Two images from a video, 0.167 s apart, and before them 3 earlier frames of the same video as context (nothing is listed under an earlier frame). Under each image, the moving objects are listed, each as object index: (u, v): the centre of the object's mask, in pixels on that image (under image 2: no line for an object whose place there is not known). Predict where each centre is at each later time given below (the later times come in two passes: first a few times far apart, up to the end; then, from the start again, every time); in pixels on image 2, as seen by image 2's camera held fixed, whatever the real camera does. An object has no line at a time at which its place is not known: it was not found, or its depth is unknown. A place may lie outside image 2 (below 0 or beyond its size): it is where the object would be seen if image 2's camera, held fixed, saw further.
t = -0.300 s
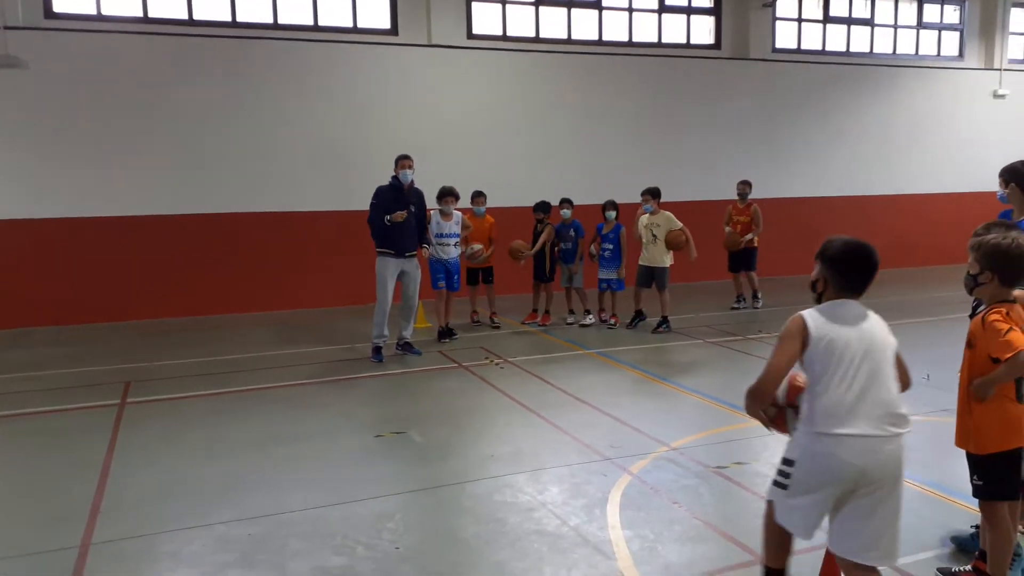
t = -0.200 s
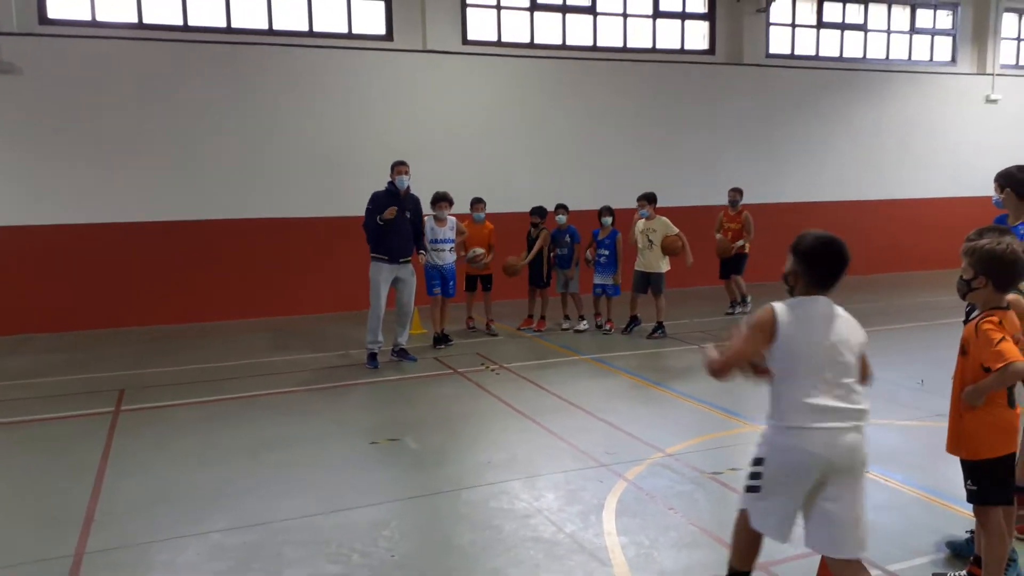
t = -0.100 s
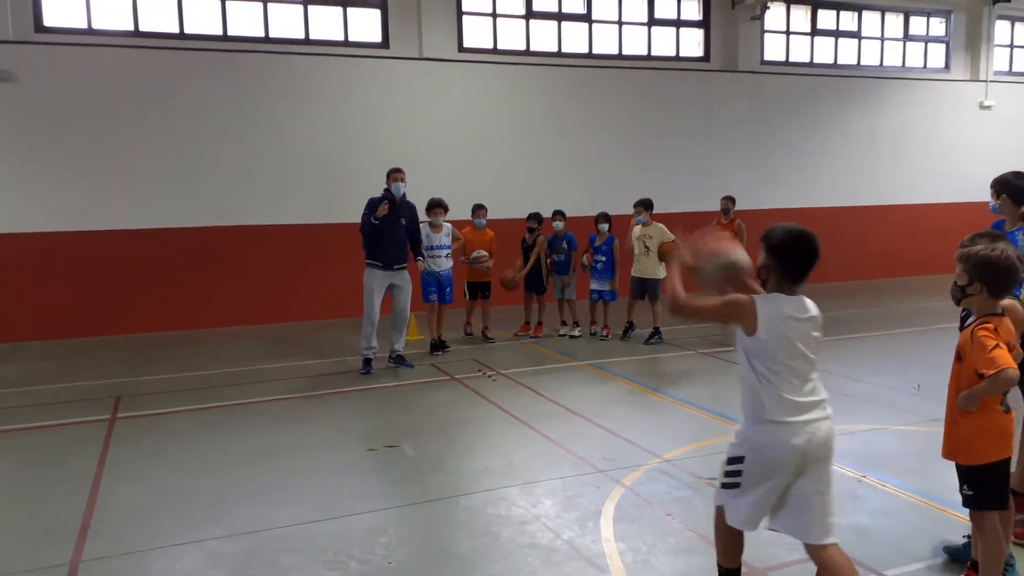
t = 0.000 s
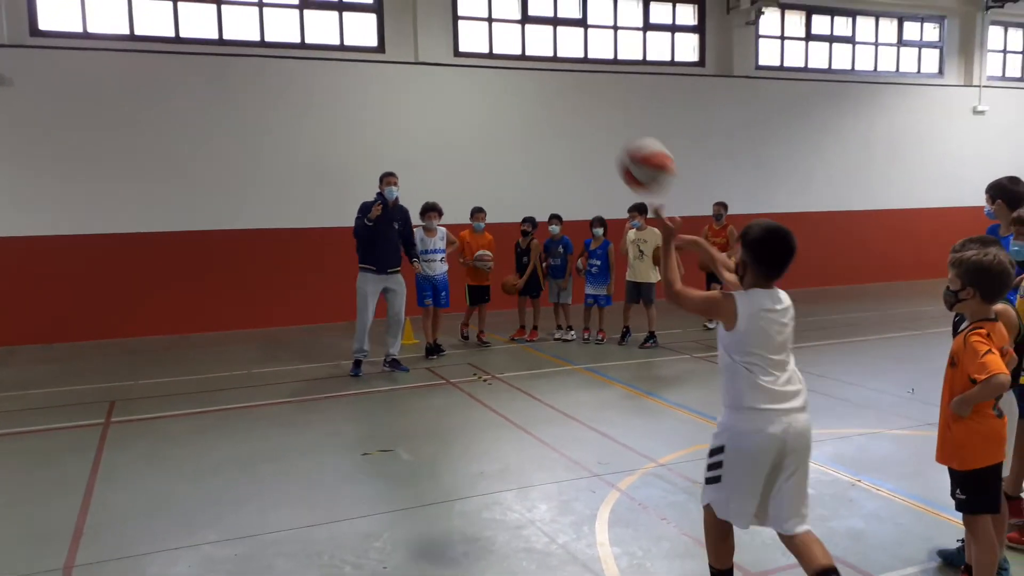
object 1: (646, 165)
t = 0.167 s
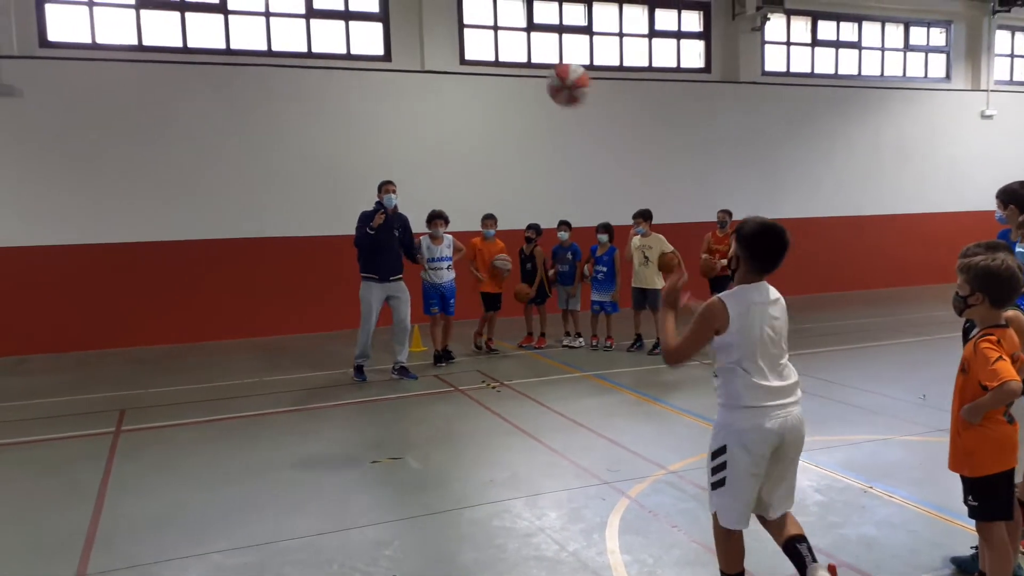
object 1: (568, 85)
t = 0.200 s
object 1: (555, 77)
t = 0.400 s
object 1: (494, 75)
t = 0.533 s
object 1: (464, 104)
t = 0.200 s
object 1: (555, 77)
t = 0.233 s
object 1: (543, 71)
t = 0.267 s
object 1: (532, 68)
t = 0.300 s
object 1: (521, 67)
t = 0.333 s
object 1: (511, 68)
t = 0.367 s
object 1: (502, 70)
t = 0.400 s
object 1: (494, 75)
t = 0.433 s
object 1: (486, 79)
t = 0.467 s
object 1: (478, 87)
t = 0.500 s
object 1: (471, 94)
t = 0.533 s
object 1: (464, 104)
